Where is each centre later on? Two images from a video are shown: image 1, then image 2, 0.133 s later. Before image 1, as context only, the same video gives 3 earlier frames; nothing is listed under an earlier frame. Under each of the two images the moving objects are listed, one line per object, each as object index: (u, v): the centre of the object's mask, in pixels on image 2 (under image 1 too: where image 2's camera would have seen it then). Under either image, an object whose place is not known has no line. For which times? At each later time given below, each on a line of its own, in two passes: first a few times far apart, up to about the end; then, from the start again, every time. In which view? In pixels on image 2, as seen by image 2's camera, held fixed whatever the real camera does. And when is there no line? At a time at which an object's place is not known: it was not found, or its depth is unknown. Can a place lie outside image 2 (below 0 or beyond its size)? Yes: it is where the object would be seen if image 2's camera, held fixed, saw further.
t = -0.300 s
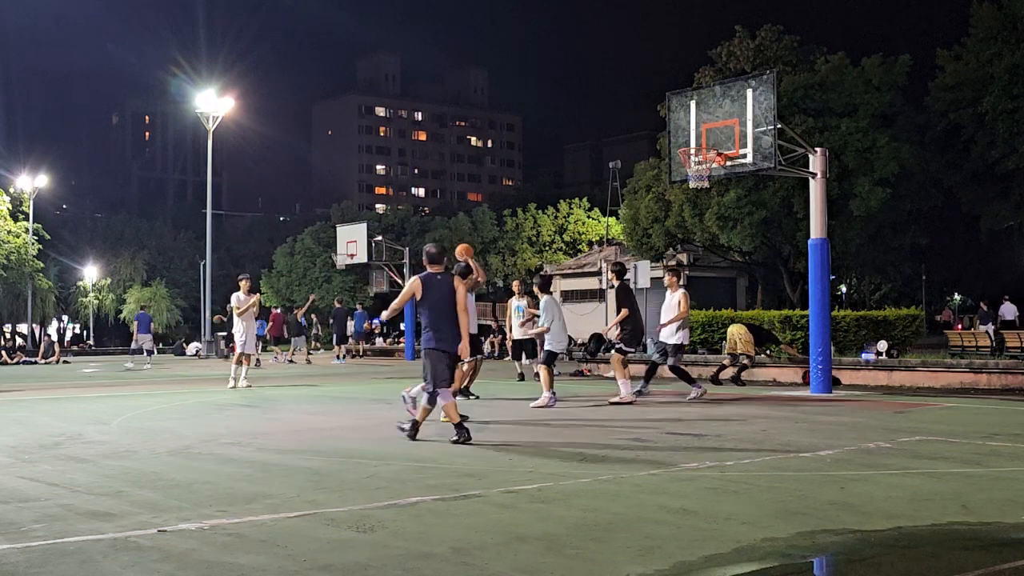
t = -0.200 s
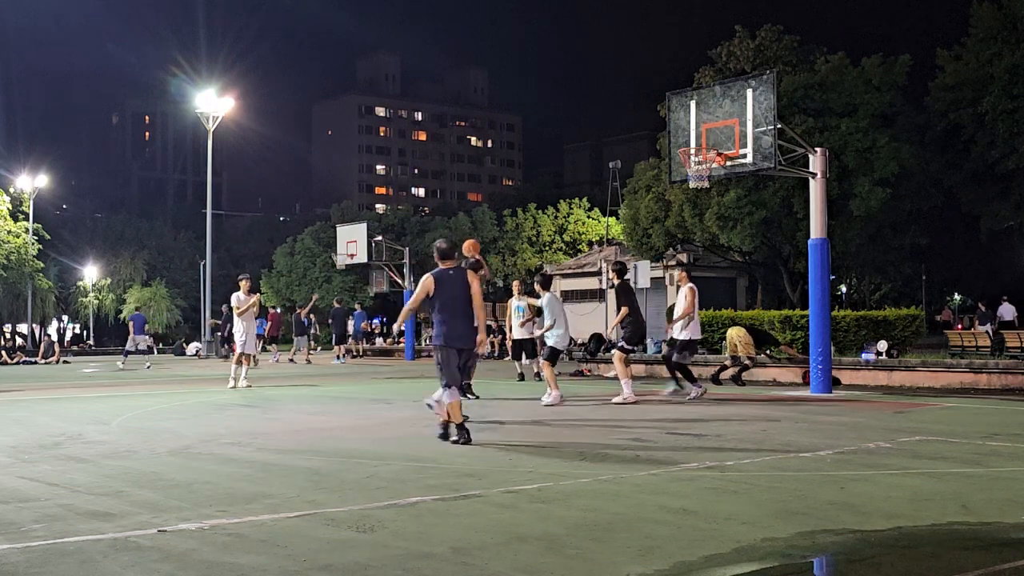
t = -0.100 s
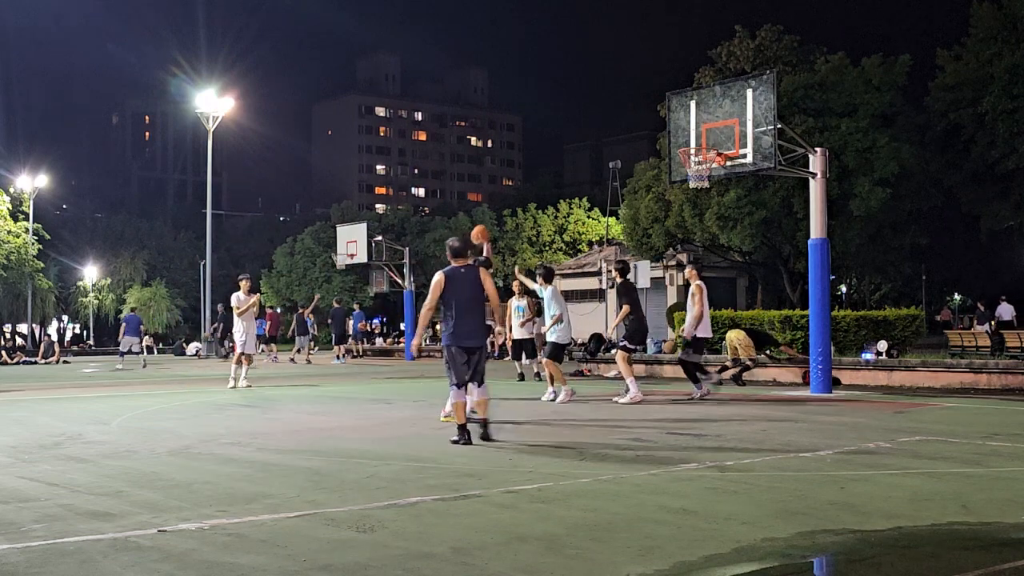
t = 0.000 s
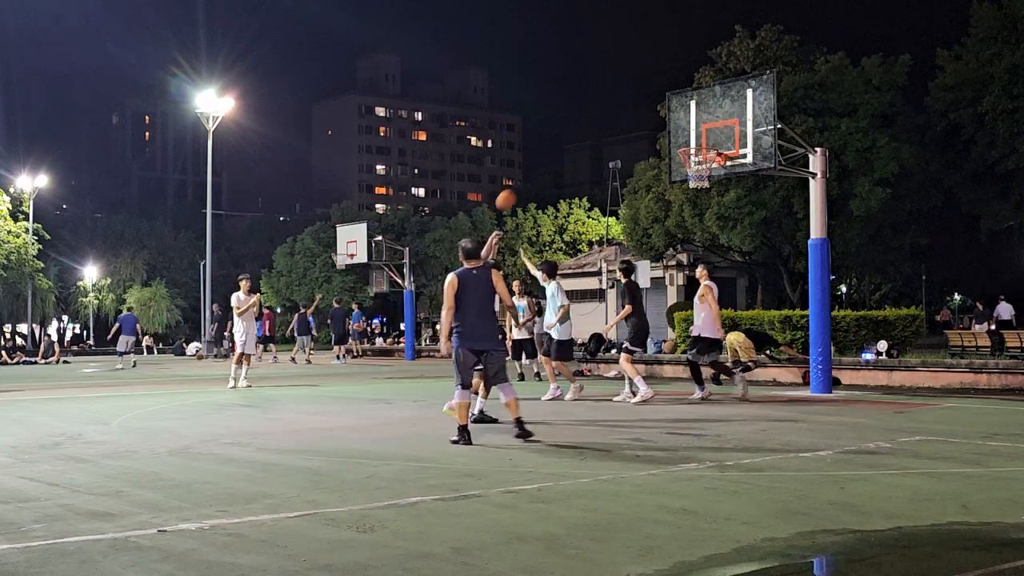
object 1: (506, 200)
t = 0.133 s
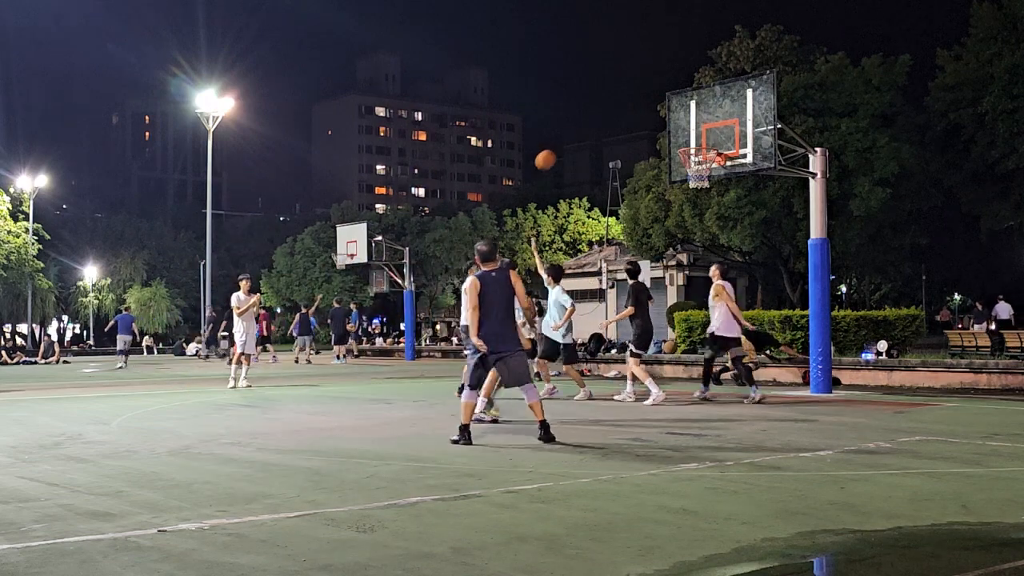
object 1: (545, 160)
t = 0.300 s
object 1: (596, 127)
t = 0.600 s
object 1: (689, 120)
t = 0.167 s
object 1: (555, 152)
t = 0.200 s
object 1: (565, 144)
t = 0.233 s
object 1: (575, 138)
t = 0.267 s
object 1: (586, 132)
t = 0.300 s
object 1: (596, 127)
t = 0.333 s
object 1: (606, 123)
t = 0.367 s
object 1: (616, 120)
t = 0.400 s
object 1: (626, 118)
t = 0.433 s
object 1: (637, 116)
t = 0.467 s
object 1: (647, 115)
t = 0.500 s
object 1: (656, 115)
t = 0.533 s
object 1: (668, 116)
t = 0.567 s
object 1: (678, 118)
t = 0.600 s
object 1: (689, 120)
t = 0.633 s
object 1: (693, 123)
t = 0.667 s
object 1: (693, 126)
